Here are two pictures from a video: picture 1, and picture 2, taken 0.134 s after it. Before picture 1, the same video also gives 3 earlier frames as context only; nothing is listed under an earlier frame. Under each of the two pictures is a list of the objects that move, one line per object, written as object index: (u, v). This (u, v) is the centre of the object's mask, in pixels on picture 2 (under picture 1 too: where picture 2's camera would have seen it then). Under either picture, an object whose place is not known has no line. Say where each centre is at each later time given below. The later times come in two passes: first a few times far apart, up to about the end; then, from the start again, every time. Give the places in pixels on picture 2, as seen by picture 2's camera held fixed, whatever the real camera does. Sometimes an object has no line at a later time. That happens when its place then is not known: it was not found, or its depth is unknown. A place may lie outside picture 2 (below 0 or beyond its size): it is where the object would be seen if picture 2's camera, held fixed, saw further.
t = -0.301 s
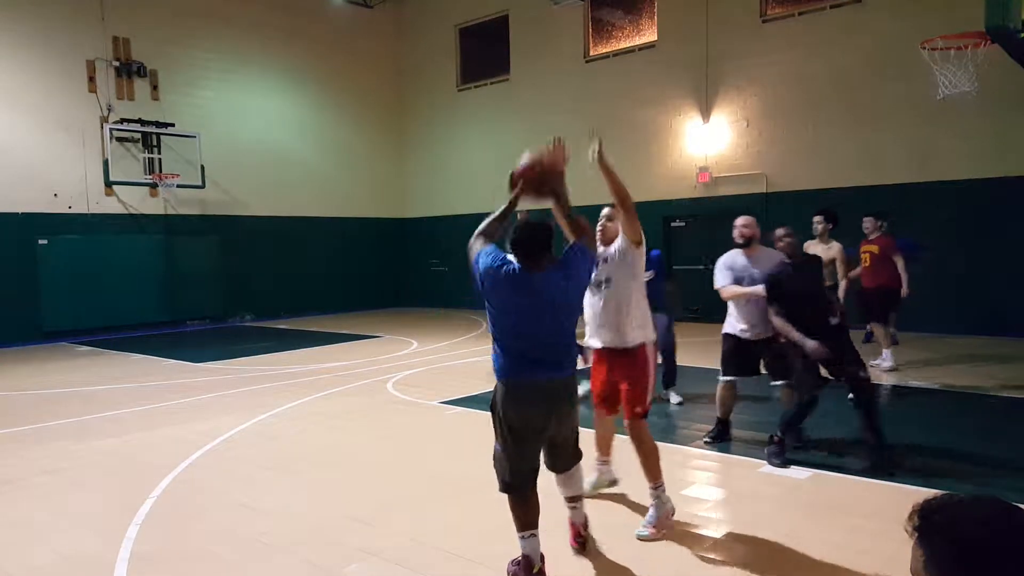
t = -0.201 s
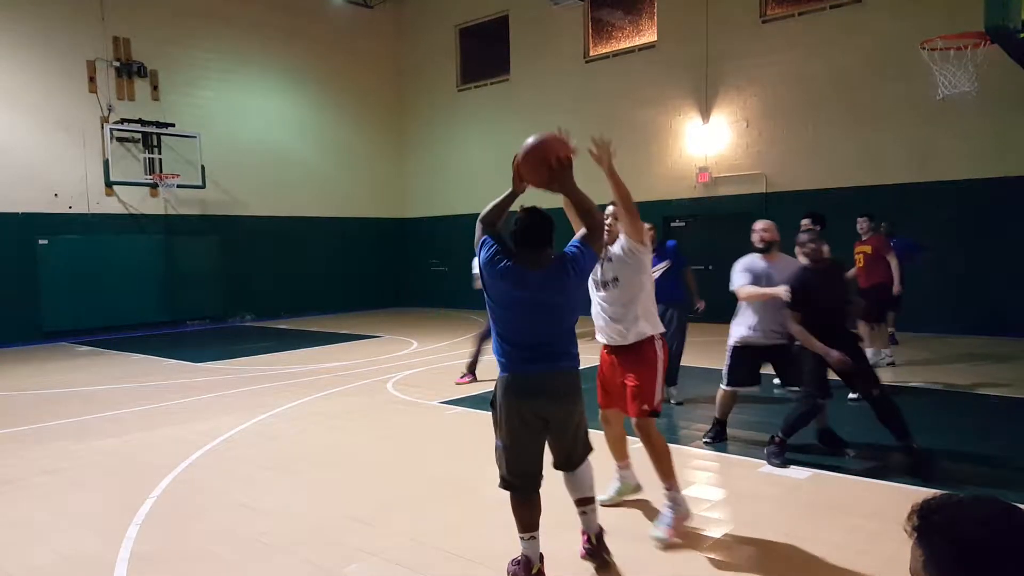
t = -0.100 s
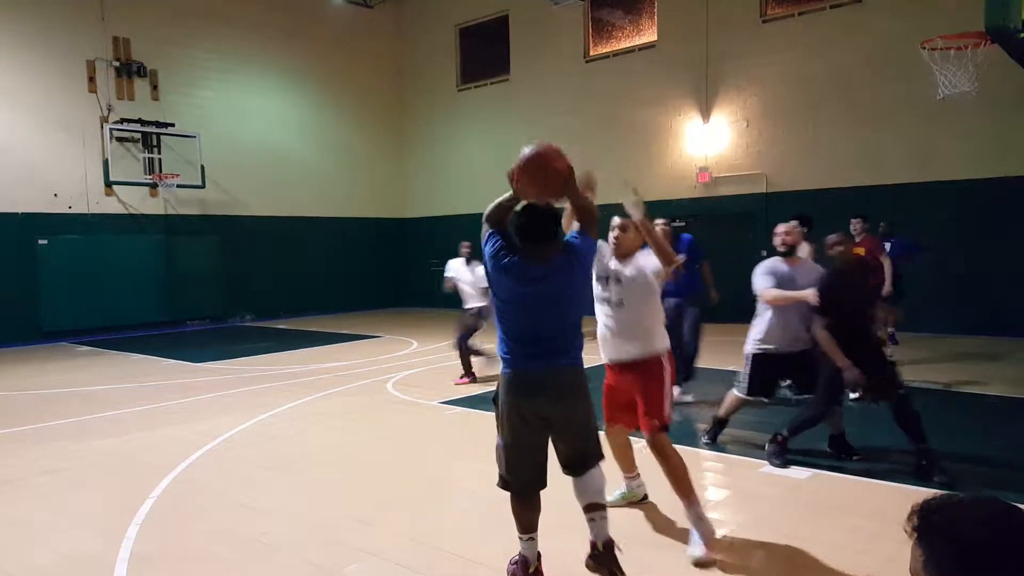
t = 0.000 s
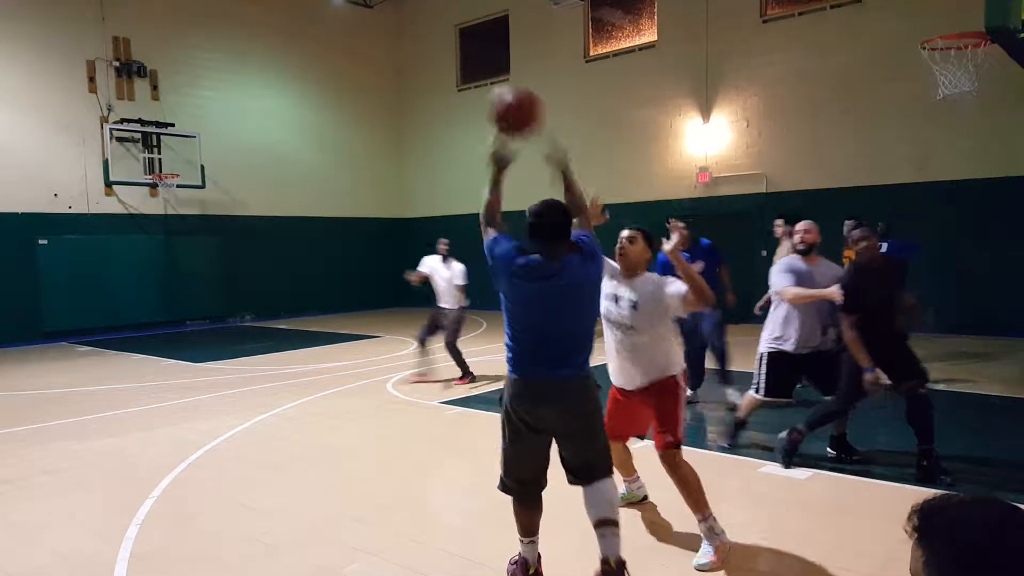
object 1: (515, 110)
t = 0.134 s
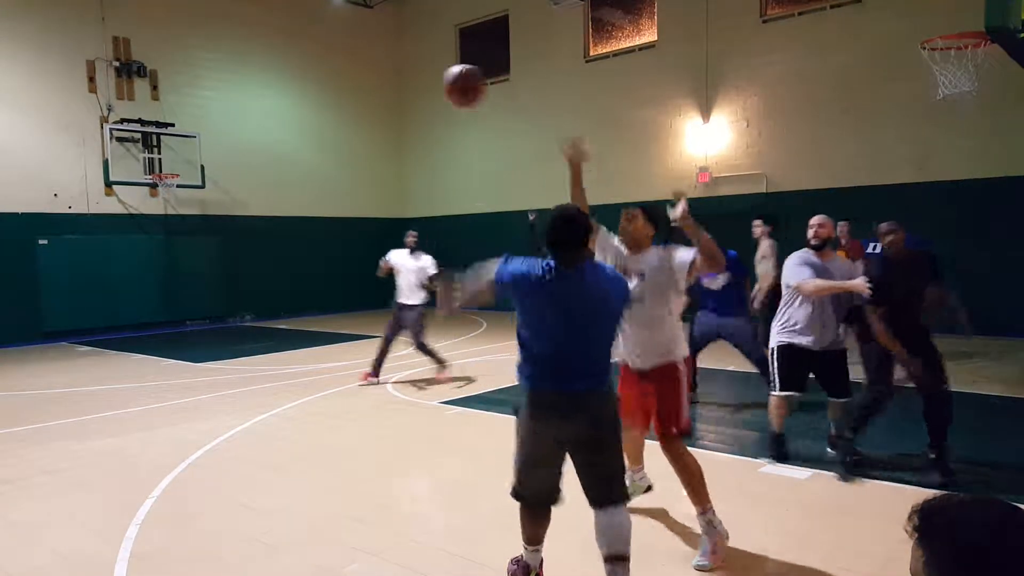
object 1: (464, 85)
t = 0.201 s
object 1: (445, 85)
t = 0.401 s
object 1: (408, 117)
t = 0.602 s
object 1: (385, 172)
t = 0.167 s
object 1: (454, 84)
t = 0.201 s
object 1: (445, 85)
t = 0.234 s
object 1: (437, 88)
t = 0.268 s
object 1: (430, 92)
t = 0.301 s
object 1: (423, 97)
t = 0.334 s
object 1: (418, 103)
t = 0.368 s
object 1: (412, 110)
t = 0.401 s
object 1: (408, 117)
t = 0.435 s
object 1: (403, 126)
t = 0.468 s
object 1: (399, 134)
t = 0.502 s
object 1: (395, 143)
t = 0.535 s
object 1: (392, 152)
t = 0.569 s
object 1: (389, 162)
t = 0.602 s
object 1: (385, 172)
